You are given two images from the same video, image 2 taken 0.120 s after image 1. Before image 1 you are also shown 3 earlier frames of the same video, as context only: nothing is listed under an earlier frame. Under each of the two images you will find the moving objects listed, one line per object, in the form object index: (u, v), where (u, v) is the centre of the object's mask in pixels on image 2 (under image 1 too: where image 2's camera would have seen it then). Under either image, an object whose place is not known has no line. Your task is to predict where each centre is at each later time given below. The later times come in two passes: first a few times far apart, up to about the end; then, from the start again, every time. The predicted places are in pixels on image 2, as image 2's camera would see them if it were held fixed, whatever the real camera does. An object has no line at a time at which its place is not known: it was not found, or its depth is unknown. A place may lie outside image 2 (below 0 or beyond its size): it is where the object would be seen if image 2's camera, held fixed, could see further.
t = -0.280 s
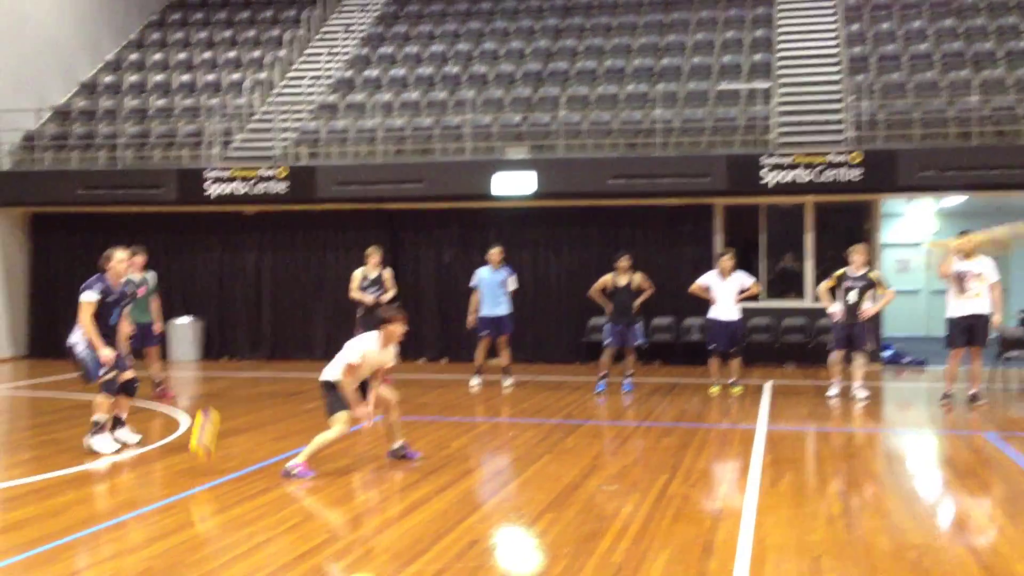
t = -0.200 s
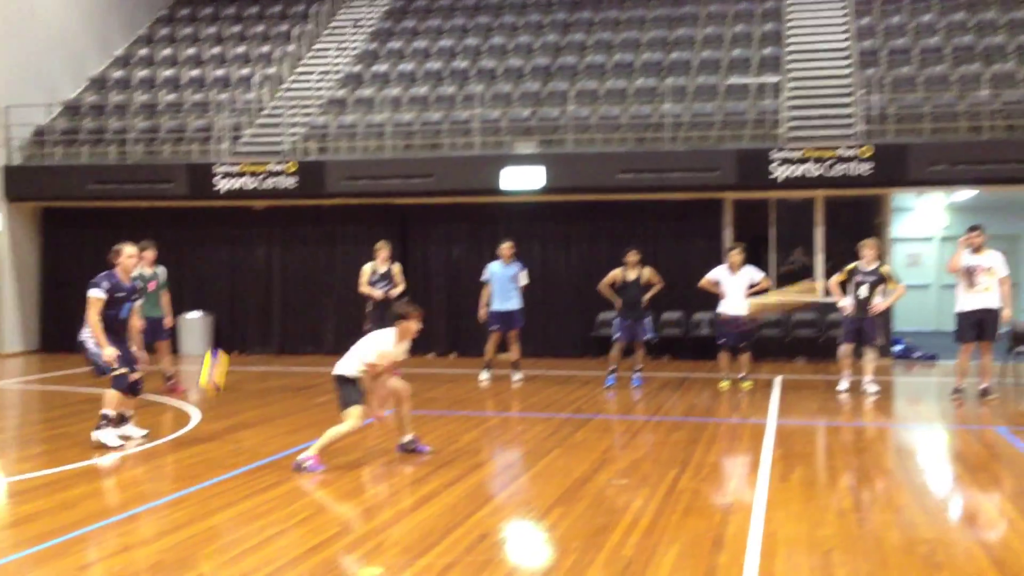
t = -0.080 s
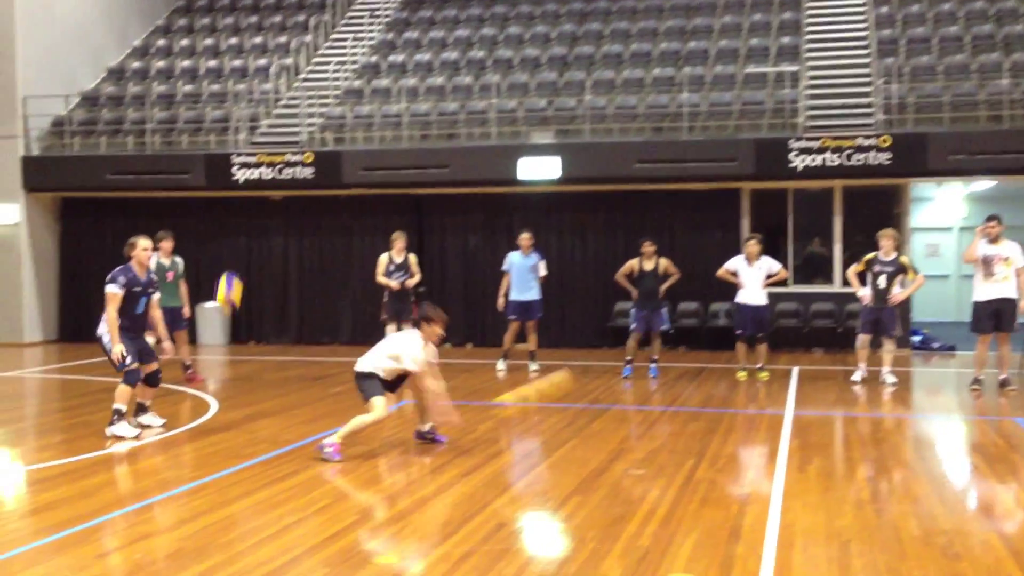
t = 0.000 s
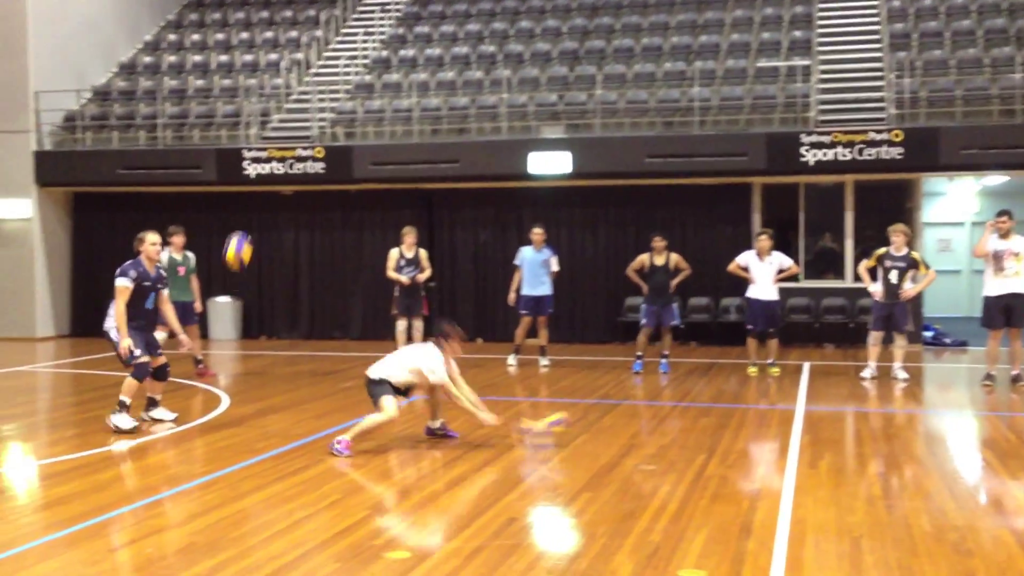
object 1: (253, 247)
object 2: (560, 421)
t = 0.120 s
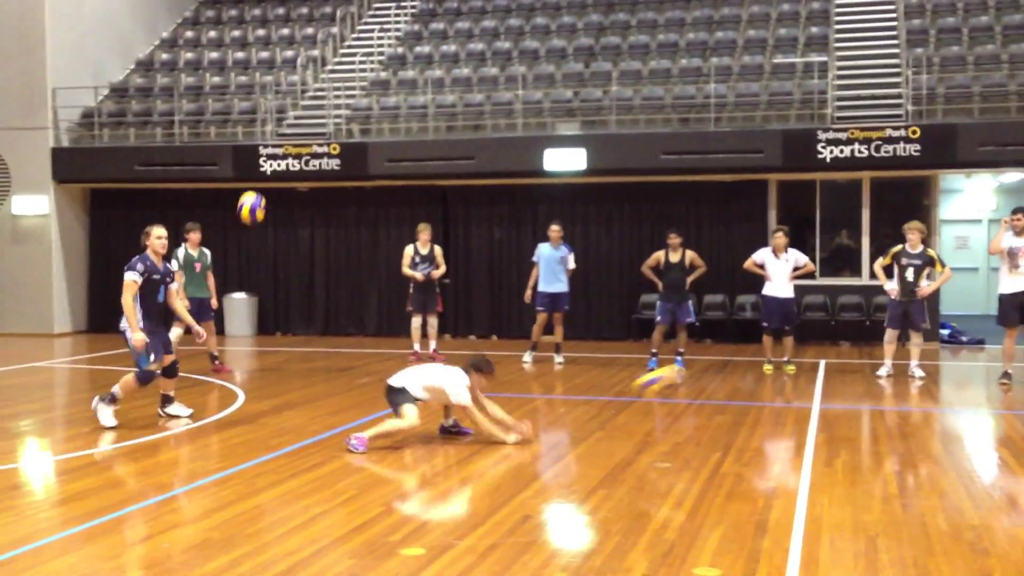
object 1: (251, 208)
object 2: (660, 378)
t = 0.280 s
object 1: (250, 184)
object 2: (788, 353)
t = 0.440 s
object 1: (248, 195)
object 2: (914, 357)
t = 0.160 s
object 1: (251, 199)
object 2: (694, 368)
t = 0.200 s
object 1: (251, 192)
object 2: (724, 361)
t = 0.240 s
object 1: (250, 187)
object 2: (755, 354)
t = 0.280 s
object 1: (250, 184)
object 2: (788, 353)
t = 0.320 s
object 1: (249, 184)
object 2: (819, 351)
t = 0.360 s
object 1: (249, 186)
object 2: (852, 352)
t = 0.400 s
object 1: (248, 189)
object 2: (882, 354)
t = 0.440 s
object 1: (248, 195)
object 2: (914, 357)
